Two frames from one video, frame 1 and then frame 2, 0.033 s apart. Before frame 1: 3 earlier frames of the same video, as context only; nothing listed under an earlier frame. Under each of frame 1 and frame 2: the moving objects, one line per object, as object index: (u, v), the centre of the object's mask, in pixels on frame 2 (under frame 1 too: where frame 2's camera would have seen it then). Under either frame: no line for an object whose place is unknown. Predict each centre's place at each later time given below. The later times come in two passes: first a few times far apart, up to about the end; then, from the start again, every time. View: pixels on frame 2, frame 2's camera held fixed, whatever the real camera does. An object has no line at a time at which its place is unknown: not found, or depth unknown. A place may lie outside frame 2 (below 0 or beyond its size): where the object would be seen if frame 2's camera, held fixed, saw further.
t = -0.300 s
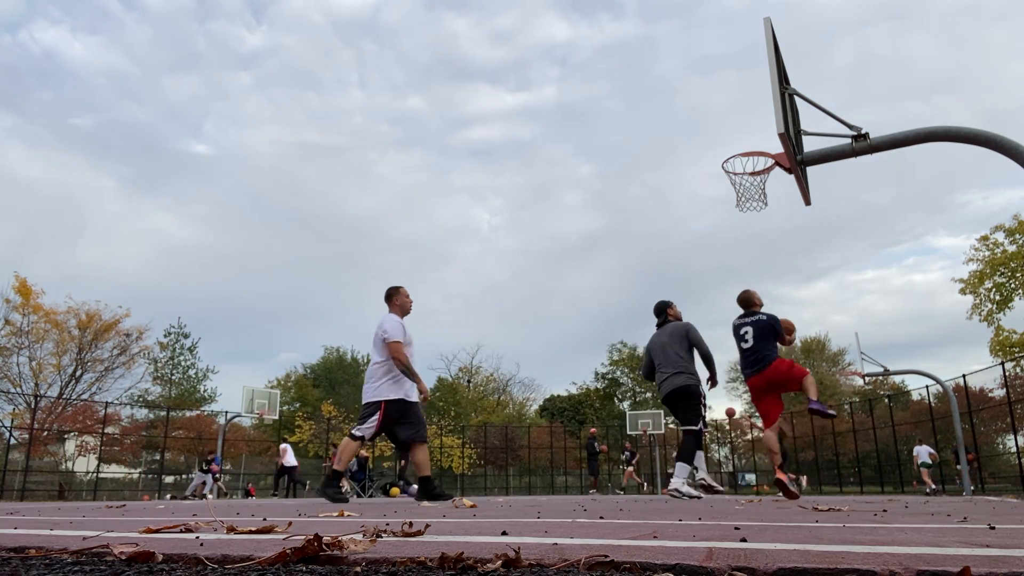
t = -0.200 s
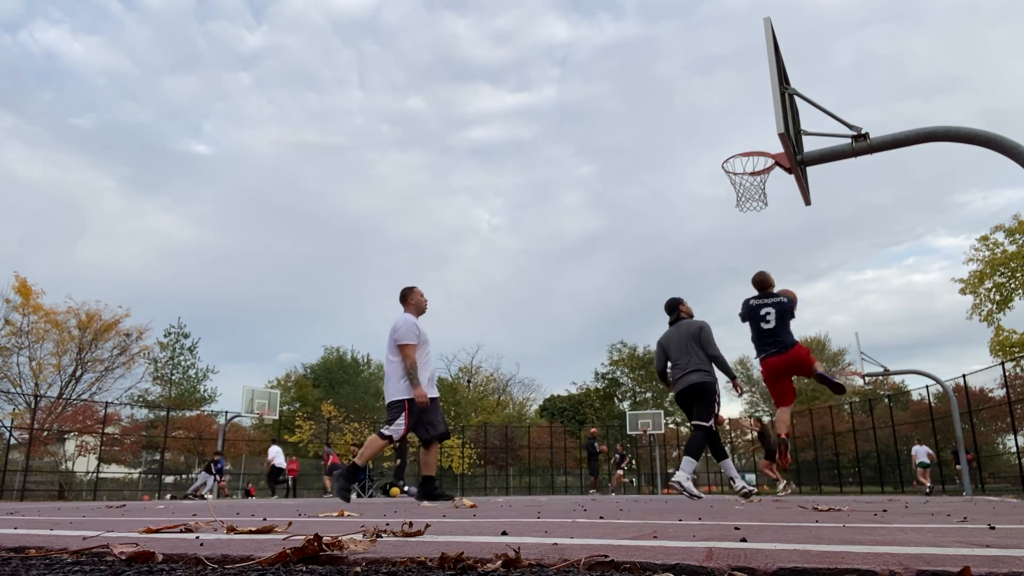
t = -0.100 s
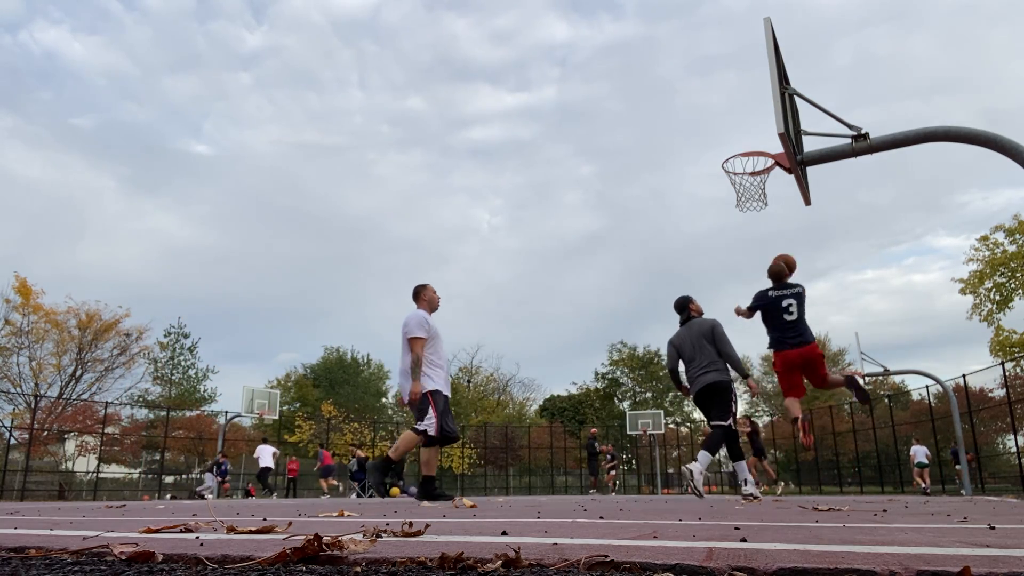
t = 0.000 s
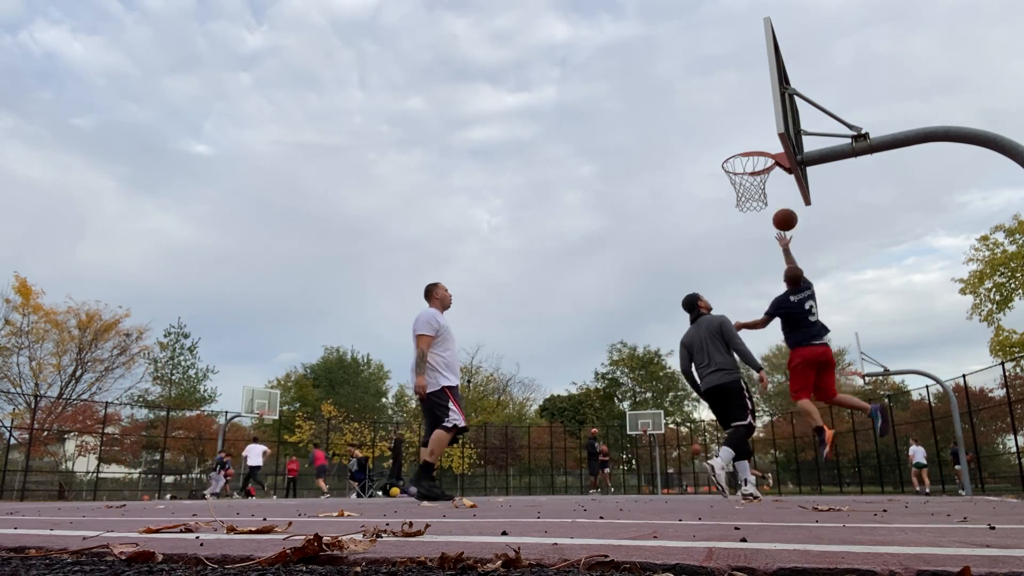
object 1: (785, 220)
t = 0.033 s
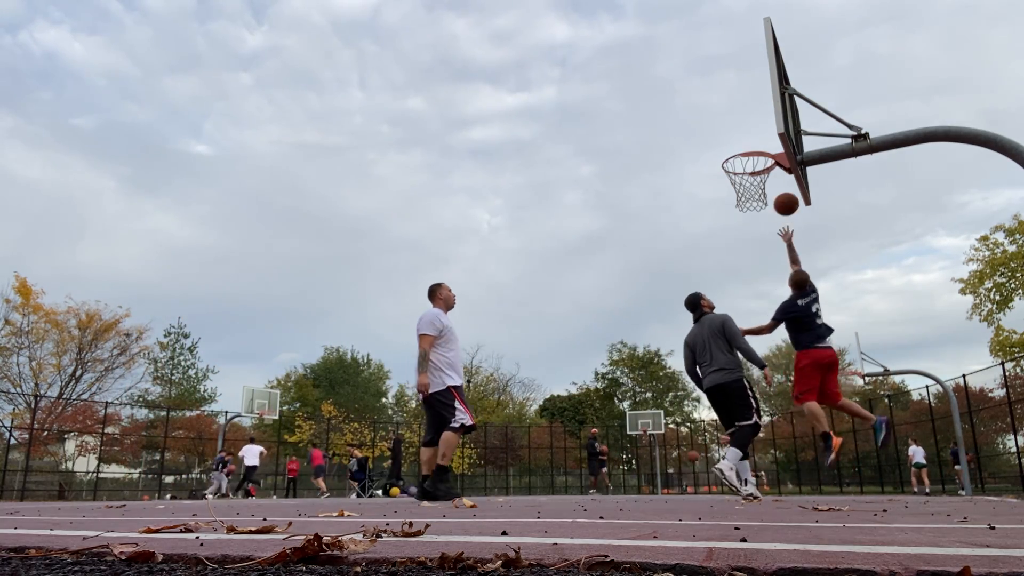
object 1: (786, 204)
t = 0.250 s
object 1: (764, 157)
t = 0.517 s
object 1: (740, 167)
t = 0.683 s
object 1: (766, 208)
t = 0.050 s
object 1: (787, 196)
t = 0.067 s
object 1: (787, 189)
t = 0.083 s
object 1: (786, 184)
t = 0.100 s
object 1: (783, 181)
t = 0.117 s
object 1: (782, 177)
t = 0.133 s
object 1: (780, 175)
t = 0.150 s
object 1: (778, 172)
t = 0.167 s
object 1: (775, 169)
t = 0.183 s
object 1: (774, 168)
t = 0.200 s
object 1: (769, 165)
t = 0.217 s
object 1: (766, 159)
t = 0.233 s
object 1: (765, 158)
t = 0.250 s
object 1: (764, 157)
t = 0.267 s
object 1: (763, 157)
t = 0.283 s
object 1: (759, 157)
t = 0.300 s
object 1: (758, 150)
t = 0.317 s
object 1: (756, 151)
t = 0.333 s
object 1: (754, 151)
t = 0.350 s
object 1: (751, 151)
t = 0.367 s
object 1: (748, 152)
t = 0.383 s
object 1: (748, 154)
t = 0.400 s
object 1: (746, 155)
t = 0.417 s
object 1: (744, 156)
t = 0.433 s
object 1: (742, 157)
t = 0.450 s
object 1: (739, 159)
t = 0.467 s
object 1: (737, 161)
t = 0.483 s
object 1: (736, 163)
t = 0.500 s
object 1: (737, 165)
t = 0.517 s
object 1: (740, 167)
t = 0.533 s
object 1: (743, 171)
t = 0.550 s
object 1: (745, 174)
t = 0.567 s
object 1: (748, 178)
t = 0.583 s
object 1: (752, 182)
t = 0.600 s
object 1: (754, 186)
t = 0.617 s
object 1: (757, 190)
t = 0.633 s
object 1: (760, 194)
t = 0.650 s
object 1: (762, 198)
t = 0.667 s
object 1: (764, 203)
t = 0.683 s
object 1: (766, 208)
